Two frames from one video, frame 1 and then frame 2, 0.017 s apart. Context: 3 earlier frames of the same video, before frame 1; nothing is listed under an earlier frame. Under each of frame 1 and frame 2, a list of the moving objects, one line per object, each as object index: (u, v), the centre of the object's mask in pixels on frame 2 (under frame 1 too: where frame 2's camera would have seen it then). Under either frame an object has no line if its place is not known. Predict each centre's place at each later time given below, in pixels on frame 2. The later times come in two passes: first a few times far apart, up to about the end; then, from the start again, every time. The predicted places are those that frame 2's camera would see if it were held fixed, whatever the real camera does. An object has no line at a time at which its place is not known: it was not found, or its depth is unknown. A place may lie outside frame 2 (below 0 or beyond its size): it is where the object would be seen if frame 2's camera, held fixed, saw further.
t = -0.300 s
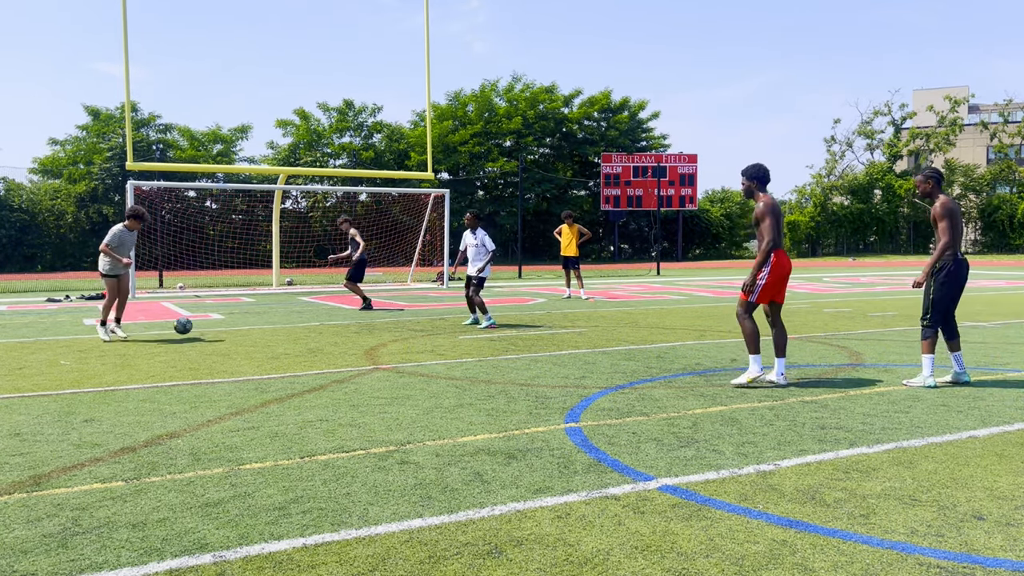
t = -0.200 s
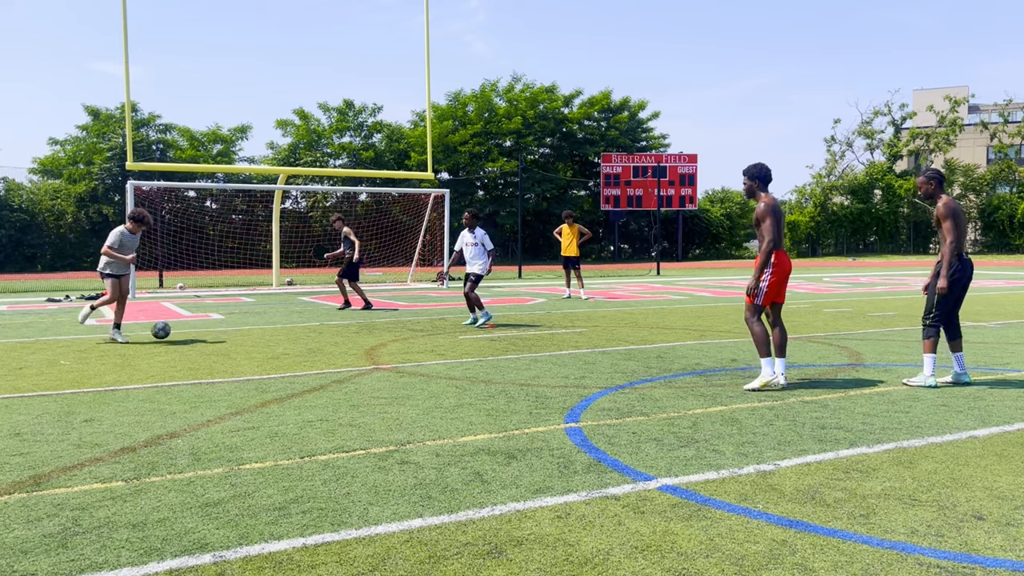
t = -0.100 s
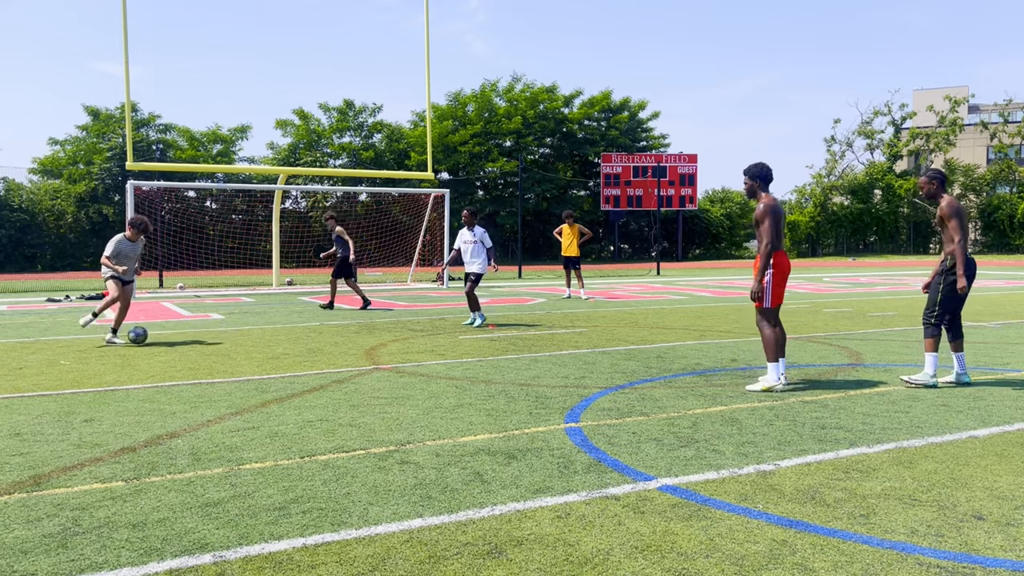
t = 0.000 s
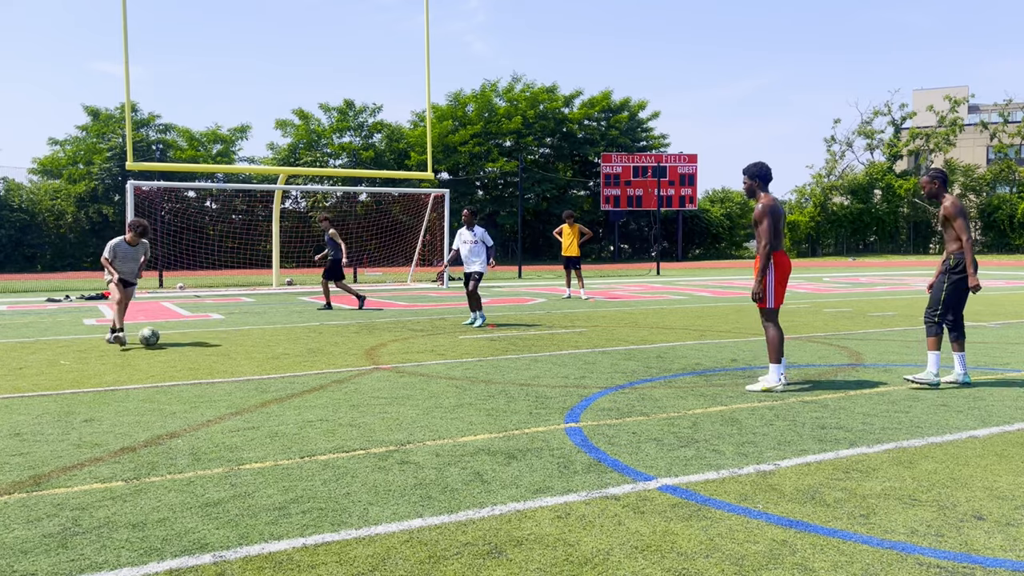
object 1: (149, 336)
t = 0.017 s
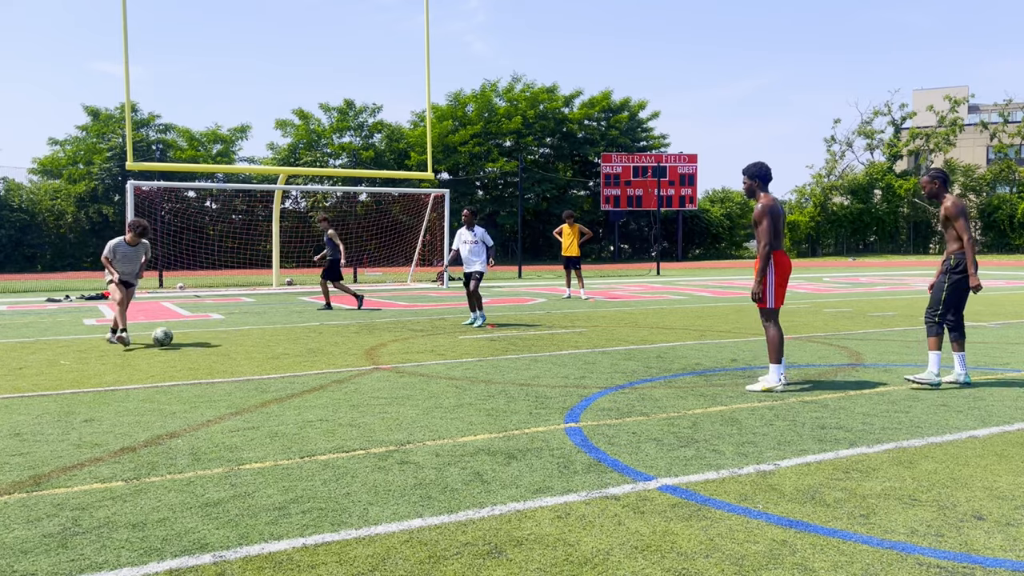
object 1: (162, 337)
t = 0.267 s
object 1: (347, 335)
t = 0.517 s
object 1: (505, 335)
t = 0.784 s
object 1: (648, 336)
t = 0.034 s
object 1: (176, 337)
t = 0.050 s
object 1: (189, 338)
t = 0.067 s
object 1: (203, 339)
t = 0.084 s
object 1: (216, 340)
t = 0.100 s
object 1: (228, 339)
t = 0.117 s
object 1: (240, 338)
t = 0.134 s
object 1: (252, 336)
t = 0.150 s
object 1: (264, 335)
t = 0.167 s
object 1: (275, 335)
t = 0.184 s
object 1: (287, 334)
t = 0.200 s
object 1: (299, 334)
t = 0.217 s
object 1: (311, 334)
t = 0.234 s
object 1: (323, 334)
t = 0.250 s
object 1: (335, 334)
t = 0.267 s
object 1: (347, 335)
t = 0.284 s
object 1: (359, 336)
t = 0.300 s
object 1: (371, 337)
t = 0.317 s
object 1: (383, 339)
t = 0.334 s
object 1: (395, 341)
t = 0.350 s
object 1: (406, 340)
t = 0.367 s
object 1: (416, 338)
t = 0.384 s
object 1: (425, 337)
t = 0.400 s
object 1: (436, 336)
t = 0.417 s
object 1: (445, 335)
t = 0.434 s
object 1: (455, 335)
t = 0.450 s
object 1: (465, 334)
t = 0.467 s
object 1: (475, 335)
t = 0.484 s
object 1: (485, 334)
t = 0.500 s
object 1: (495, 334)
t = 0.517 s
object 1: (505, 335)
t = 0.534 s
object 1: (515, 336)
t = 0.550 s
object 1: (525, 337)
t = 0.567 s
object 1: (536, 339)
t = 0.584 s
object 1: (545, 341)
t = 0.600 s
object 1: (555, 343)
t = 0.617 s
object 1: (564, 343)
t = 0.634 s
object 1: (572, 341)
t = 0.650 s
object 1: (581, 339)
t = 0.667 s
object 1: (589, 338)
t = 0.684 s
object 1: (597, 337)
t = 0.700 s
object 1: (606, 336)
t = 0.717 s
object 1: (614, 336)
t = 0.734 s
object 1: (623, 335)
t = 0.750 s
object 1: (631, 335)
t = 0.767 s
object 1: (640, 336)
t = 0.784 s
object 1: (648, 336)
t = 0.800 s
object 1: (657, 337)
